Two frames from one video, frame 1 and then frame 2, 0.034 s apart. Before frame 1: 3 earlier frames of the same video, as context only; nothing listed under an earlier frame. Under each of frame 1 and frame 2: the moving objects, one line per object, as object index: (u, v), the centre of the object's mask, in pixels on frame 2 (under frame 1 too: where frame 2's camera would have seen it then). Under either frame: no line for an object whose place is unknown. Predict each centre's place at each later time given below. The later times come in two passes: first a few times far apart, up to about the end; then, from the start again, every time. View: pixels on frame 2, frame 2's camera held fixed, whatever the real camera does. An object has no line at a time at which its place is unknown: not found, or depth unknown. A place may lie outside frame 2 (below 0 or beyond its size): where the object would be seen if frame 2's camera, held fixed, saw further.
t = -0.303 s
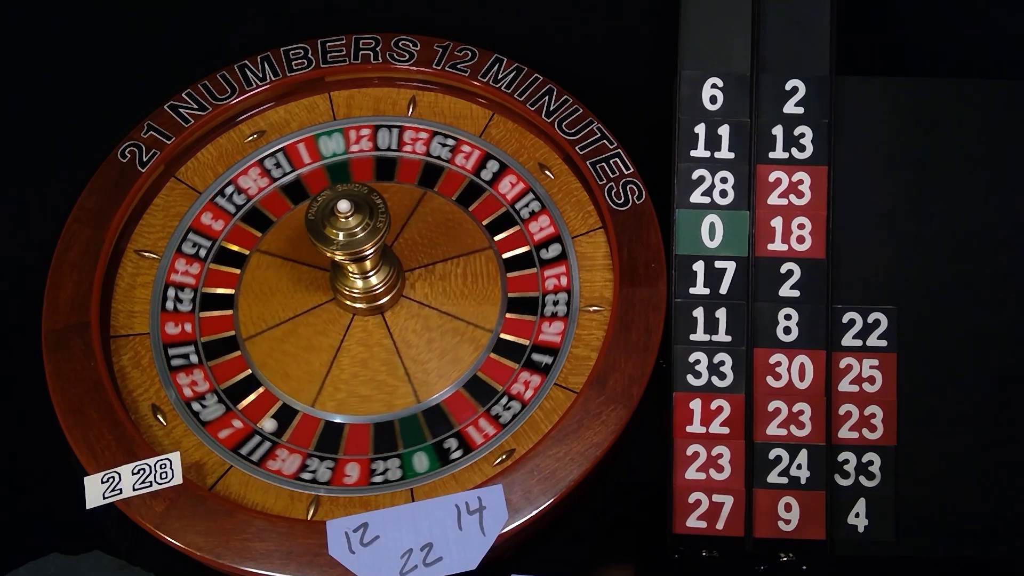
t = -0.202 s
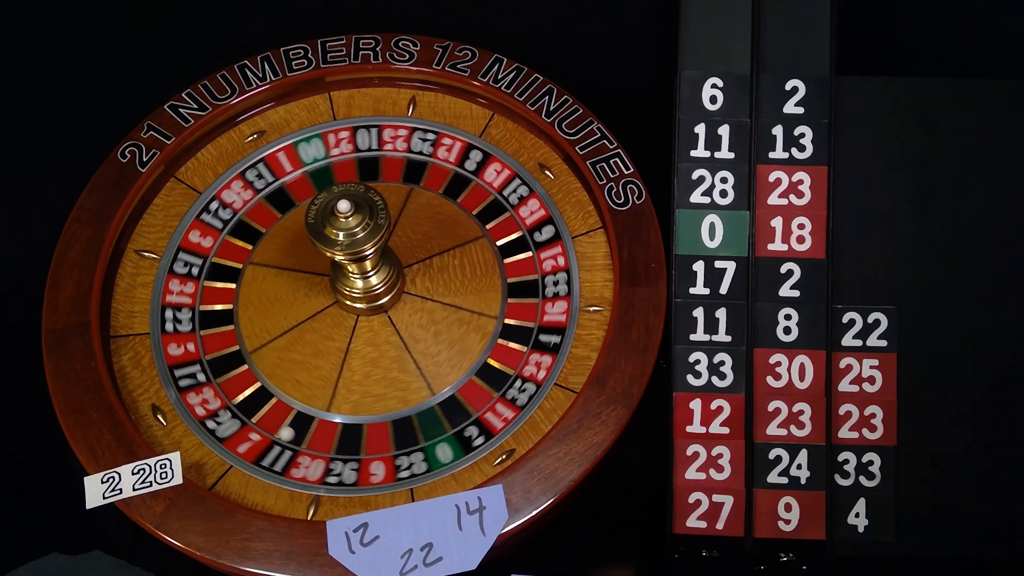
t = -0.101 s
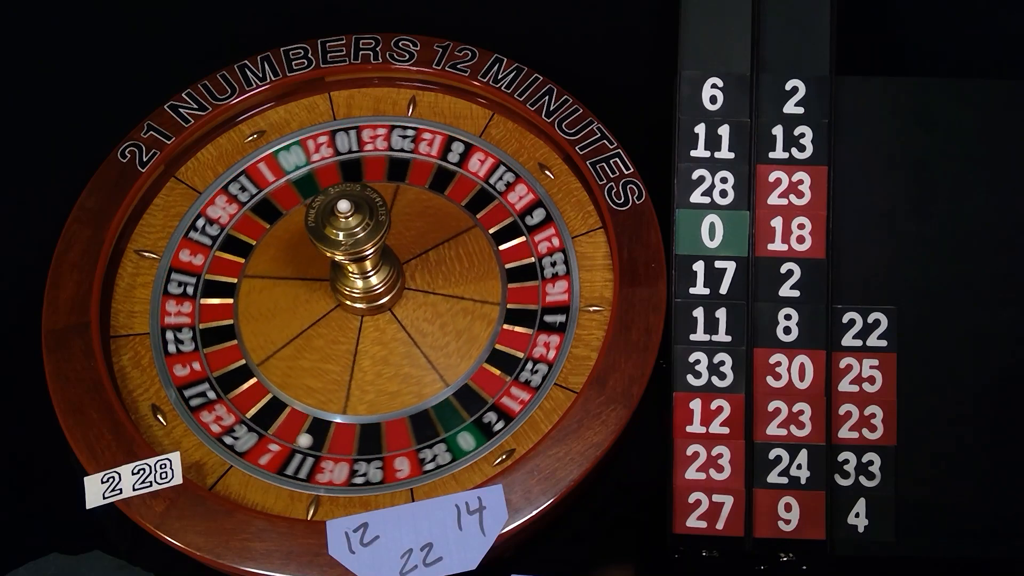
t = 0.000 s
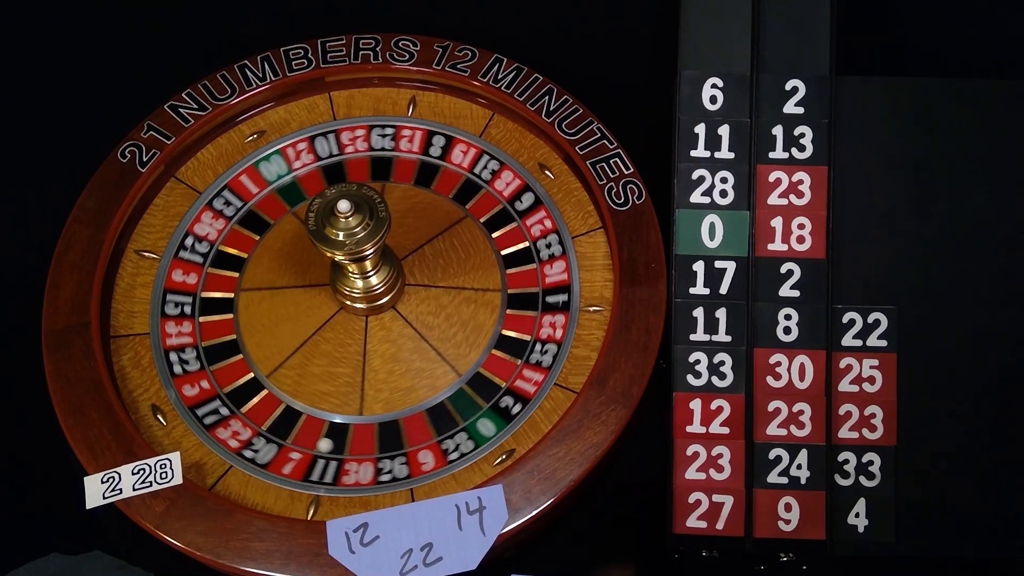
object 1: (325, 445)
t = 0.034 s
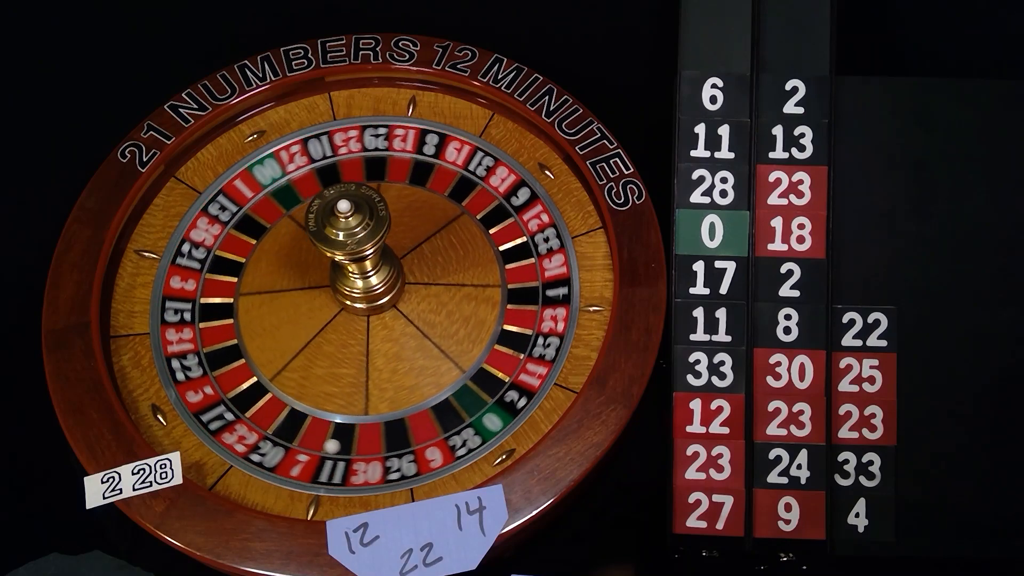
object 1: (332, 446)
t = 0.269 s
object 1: (382, 446)
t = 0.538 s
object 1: (437, 429)
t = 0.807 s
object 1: (482, 399)
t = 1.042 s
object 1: (512, 363)
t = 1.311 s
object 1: (530, 318)
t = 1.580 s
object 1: (531, 273)
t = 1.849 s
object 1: (518, 231)
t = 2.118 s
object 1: (491, 198)
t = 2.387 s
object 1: (455, 173)
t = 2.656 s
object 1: (411, 160)
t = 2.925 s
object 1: (365, 158)
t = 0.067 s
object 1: (339, 447)
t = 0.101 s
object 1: (346, 448)
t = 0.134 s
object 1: (353, 448)
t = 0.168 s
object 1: (360, 448)
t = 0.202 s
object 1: (367, 447)
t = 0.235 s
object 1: (375, 447)
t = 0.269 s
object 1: (382, 446)
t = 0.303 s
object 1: (389, 445)
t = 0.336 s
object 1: (396, 443)
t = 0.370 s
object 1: (403, 442)
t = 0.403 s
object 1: (410, 440)
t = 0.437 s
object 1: (417, 437)
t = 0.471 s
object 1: (424, 435)
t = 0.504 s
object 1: (430, 432)
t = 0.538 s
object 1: (437, 429)
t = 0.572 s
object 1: (443, 426)
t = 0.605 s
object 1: (449, 423)
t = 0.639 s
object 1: (455, 419)
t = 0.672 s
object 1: (461, 416)
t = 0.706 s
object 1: (467, 412)
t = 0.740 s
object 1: (472, 408)
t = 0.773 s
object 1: (477, 403)
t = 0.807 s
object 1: (482, 399)
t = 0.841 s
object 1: (487, 394)
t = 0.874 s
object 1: (492, 389)
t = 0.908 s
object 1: (497, 384)
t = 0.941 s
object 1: (501, 379)
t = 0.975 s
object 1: (505, 374)
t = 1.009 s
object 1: (509, 368)
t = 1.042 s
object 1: (512, 363)
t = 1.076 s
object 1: (515, 357)
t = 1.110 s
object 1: (518, 352)
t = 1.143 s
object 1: (521, 346)
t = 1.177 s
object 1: (523, 341)
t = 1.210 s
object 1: (525, 335)
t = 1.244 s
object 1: (527, 329)
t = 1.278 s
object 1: (529, 324)
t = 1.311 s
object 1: (530, 318)
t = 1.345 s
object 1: (531, 312)
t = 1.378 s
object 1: (532, 306)
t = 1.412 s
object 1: (532, 301)
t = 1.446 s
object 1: (533, 295)
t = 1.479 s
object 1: (533, 289)
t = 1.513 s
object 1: (533, 284)
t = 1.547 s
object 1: (532, 278)
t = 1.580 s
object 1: (531, 273)
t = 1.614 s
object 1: (530, 267)
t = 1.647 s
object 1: (529, 262)
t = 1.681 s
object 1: (528, 257)
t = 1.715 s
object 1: (526, 251)
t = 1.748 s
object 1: (524, 246)
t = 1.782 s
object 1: (523, 241)
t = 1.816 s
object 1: (520, 236)
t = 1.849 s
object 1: (518, 231)
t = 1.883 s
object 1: (515, 227)
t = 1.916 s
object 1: (512, 222)
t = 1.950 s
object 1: (509, 218)
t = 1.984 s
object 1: (506, 213)
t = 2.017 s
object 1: (502, 209)
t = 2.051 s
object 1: (499, 205)
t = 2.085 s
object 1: (495, 201)
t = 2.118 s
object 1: (491, 198)
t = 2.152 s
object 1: (487, 194)
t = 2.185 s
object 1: (482, 190)
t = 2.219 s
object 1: (478, 187)
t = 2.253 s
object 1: (474, 184)
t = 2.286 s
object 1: (469, 181)
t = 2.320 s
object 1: (464, 178)
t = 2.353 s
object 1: (459, 176)
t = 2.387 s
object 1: (455, 173)
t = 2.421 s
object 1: (450, 171)
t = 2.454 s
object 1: (444, 169)
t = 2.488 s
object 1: (439, 167)
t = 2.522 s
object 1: (434, 165)
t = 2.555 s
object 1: (428, 164)
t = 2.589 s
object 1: (422, 162)
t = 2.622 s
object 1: (417, 161)
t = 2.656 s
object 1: (411, 160)
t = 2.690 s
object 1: (406, 159)
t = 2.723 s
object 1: (400, 158)
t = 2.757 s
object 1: (394, 158)
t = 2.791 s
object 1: (388, 158)
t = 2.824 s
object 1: (383, 157)
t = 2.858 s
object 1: (377, 157)
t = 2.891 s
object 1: (371, 158)
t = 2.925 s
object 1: (365, 158)
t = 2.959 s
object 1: (359, 159)
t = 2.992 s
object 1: (353, 159)
